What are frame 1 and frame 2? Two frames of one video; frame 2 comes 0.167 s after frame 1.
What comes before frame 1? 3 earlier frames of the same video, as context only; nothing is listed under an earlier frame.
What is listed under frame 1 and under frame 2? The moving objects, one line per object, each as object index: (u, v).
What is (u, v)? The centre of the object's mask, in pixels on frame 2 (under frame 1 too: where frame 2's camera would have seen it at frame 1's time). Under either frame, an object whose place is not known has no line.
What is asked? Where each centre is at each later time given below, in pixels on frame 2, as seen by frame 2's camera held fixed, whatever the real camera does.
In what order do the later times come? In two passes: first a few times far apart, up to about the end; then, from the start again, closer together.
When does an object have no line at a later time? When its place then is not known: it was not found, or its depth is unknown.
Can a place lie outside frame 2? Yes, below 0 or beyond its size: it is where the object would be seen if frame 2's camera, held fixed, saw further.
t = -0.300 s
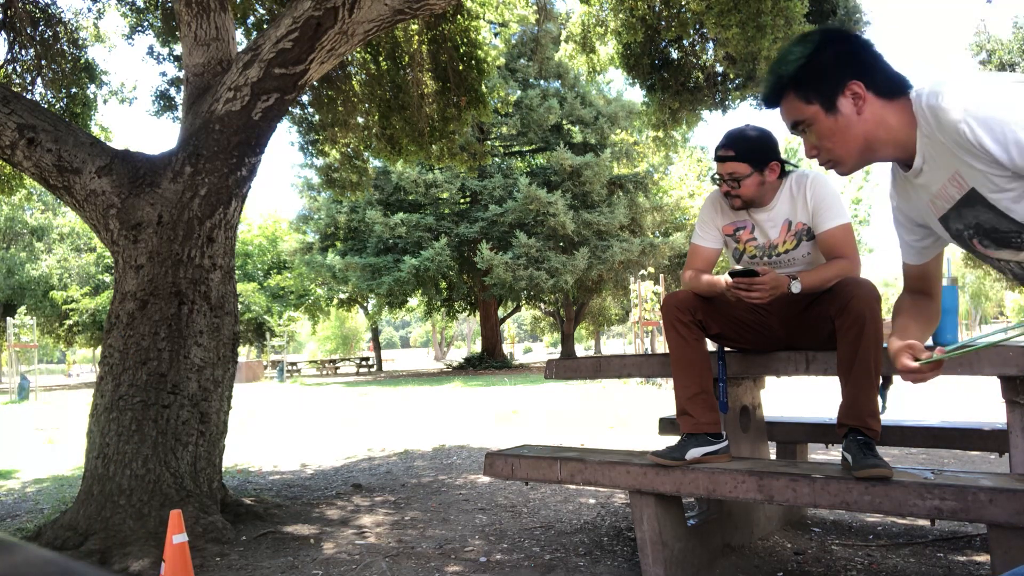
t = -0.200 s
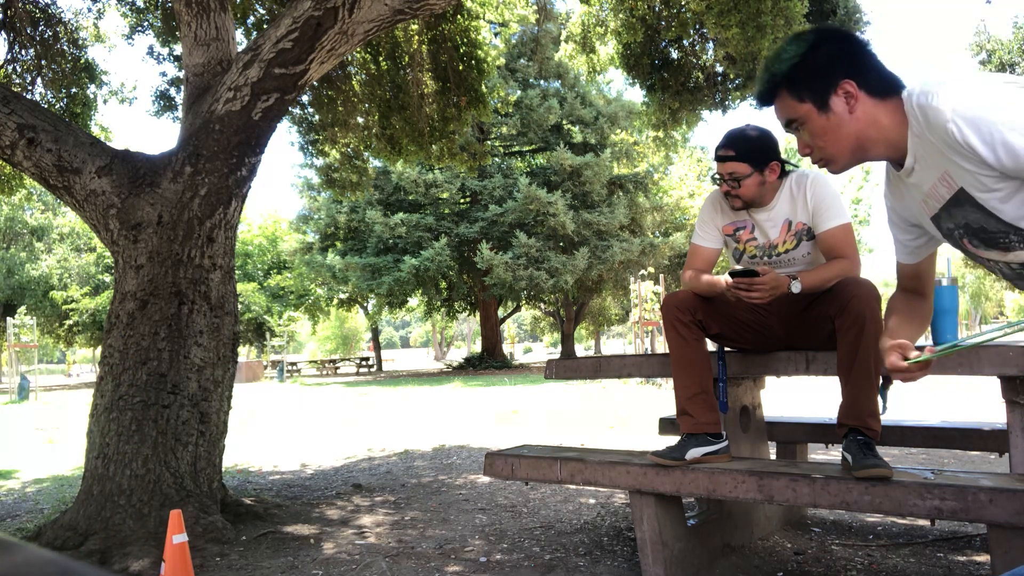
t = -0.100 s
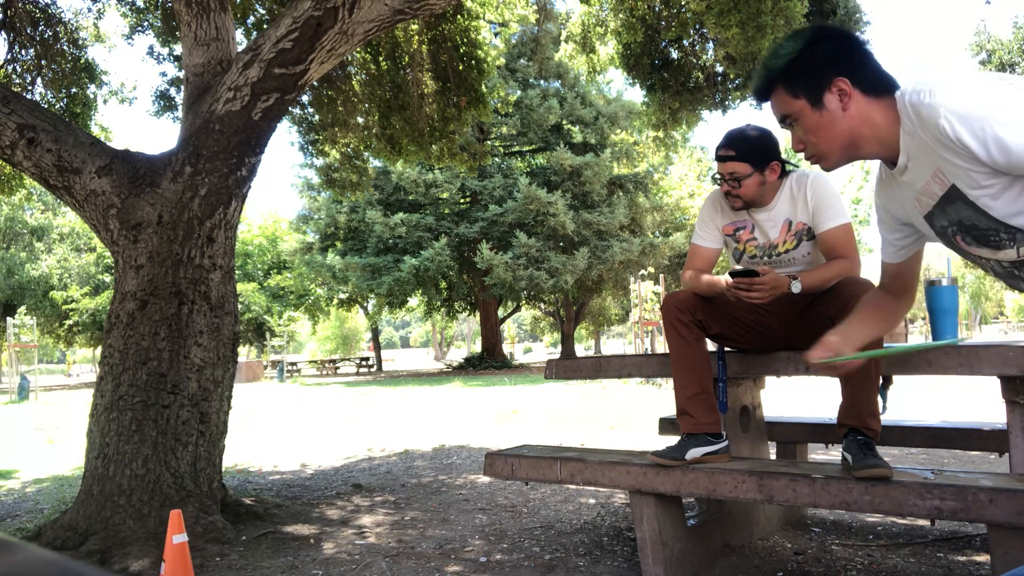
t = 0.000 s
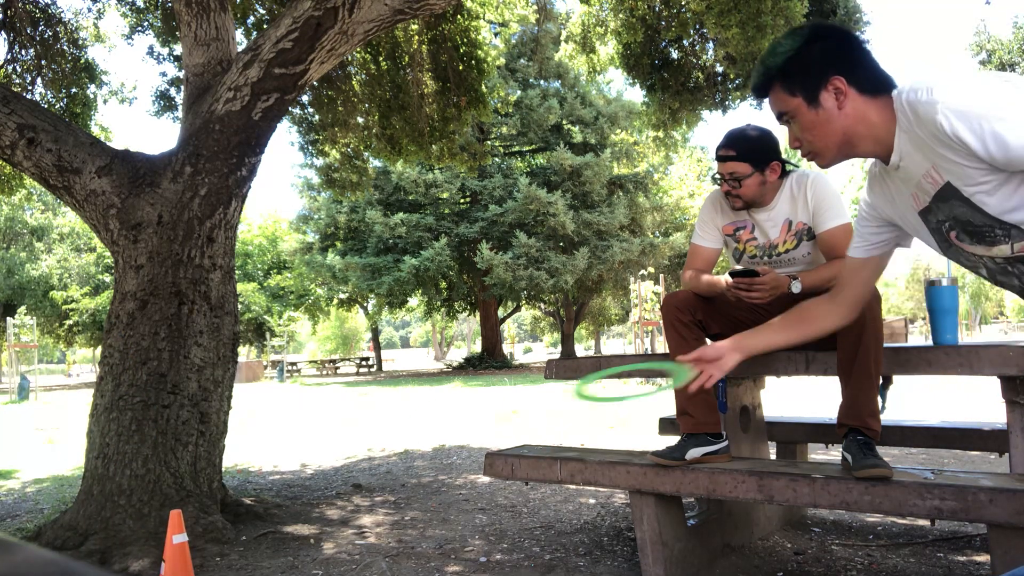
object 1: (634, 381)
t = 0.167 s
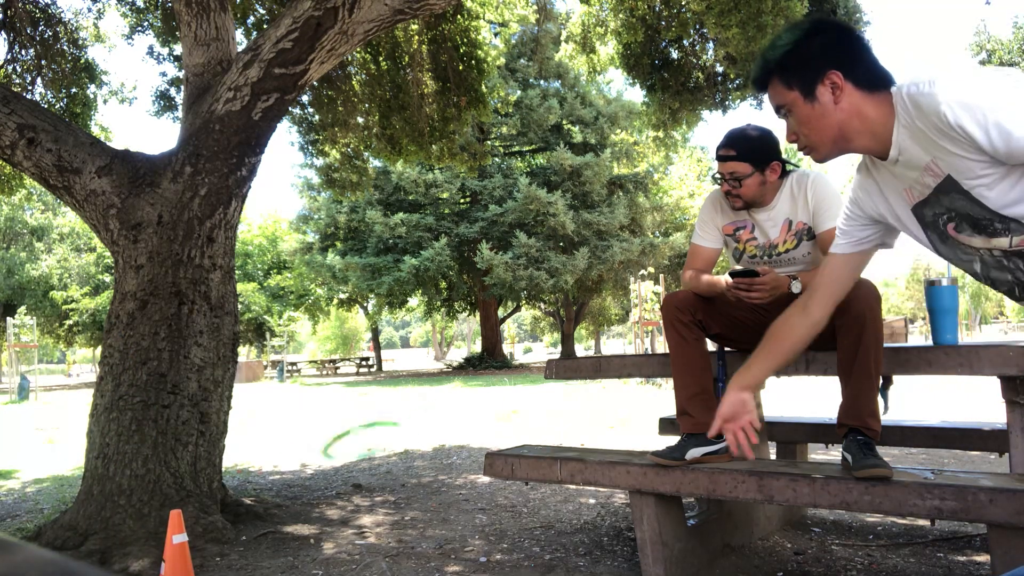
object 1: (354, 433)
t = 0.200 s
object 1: (325, 455)
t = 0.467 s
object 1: (166, 484)
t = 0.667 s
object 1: (158, 457)
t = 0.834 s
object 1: (143, 498)
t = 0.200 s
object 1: (325, 455)
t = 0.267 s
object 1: (257, 483)
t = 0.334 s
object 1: (210, 497)
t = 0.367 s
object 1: (169, 513)
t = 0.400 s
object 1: (166, 494)
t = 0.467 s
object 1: (166, 484)
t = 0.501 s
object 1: (166, 471)
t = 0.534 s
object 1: (165, 463)
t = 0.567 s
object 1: (163, 458)
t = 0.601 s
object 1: (161, 455)
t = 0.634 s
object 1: (160, 455)
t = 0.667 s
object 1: (158, 457)
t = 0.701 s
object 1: (157, 463)
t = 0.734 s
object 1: (155, 472)
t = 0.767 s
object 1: (152, 483)
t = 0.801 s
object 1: (134, 483)
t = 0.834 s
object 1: (143, 498)
